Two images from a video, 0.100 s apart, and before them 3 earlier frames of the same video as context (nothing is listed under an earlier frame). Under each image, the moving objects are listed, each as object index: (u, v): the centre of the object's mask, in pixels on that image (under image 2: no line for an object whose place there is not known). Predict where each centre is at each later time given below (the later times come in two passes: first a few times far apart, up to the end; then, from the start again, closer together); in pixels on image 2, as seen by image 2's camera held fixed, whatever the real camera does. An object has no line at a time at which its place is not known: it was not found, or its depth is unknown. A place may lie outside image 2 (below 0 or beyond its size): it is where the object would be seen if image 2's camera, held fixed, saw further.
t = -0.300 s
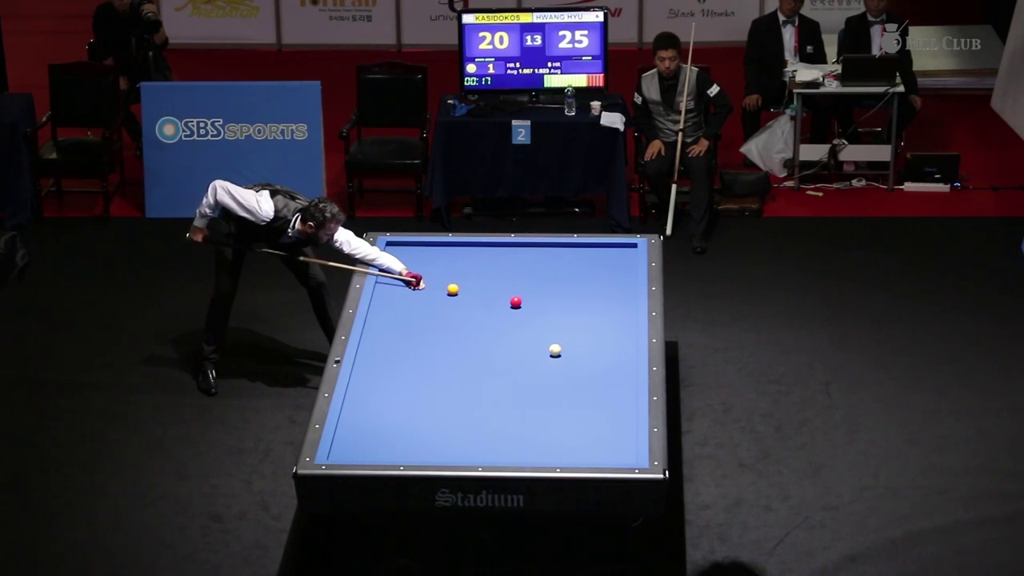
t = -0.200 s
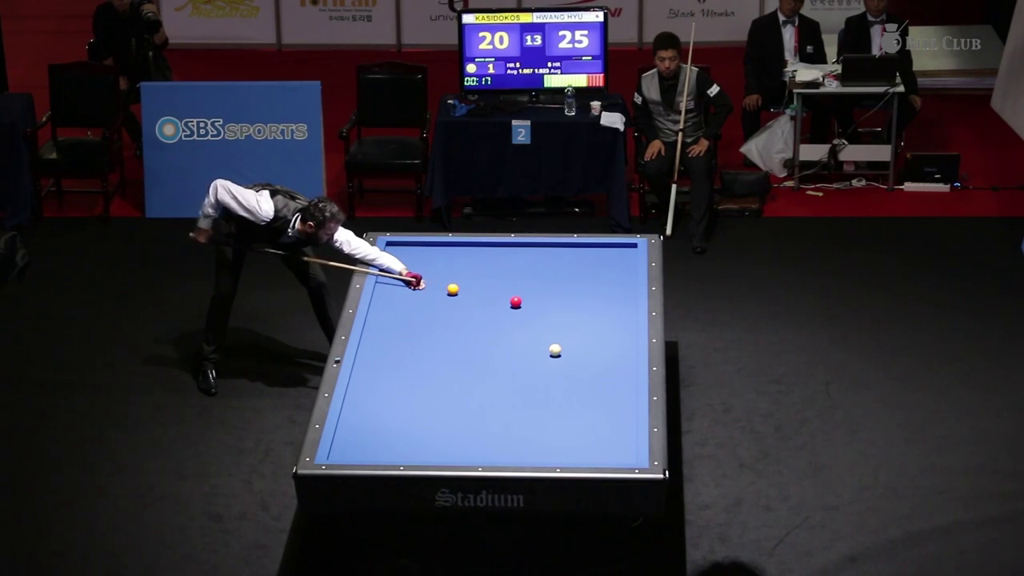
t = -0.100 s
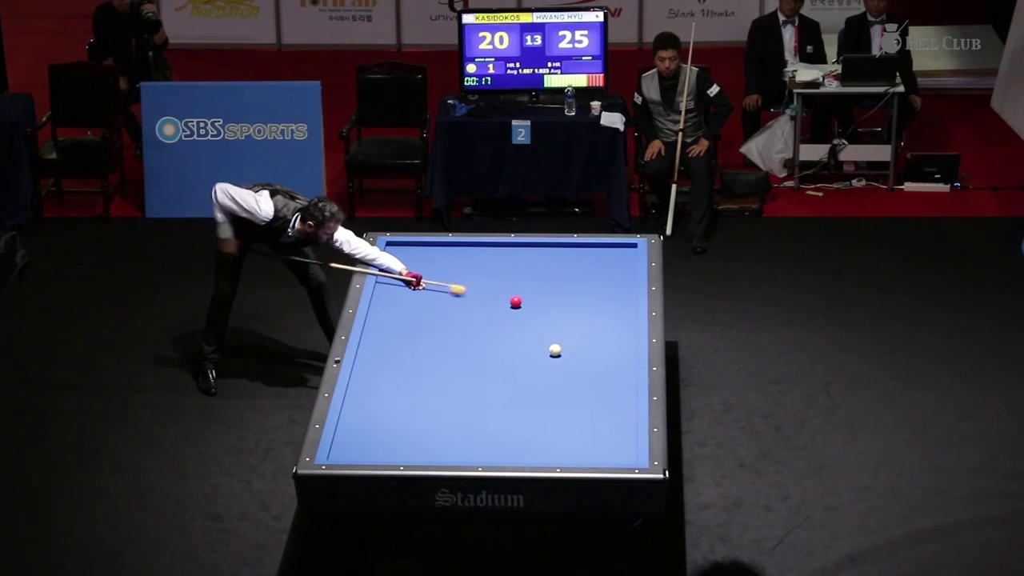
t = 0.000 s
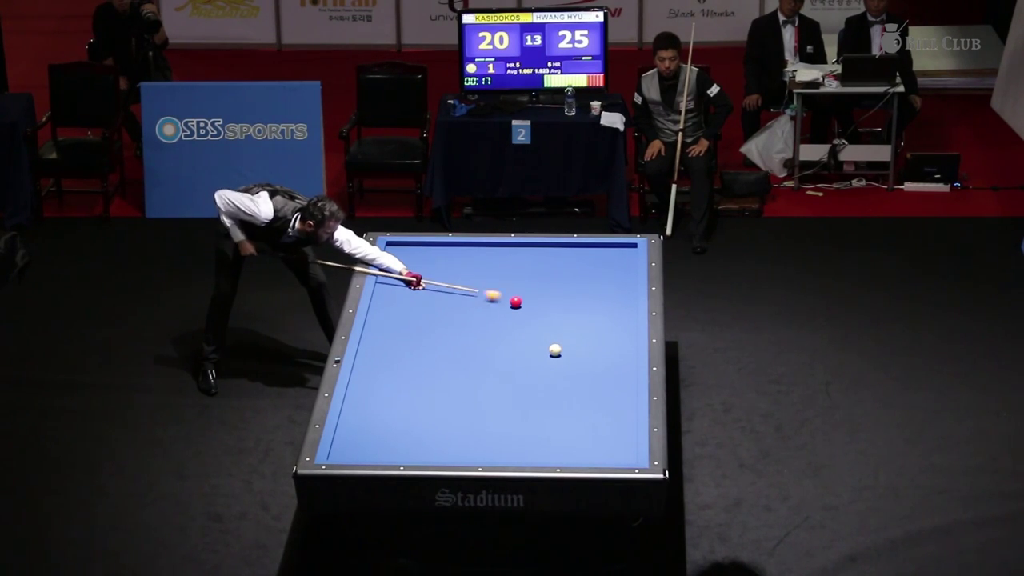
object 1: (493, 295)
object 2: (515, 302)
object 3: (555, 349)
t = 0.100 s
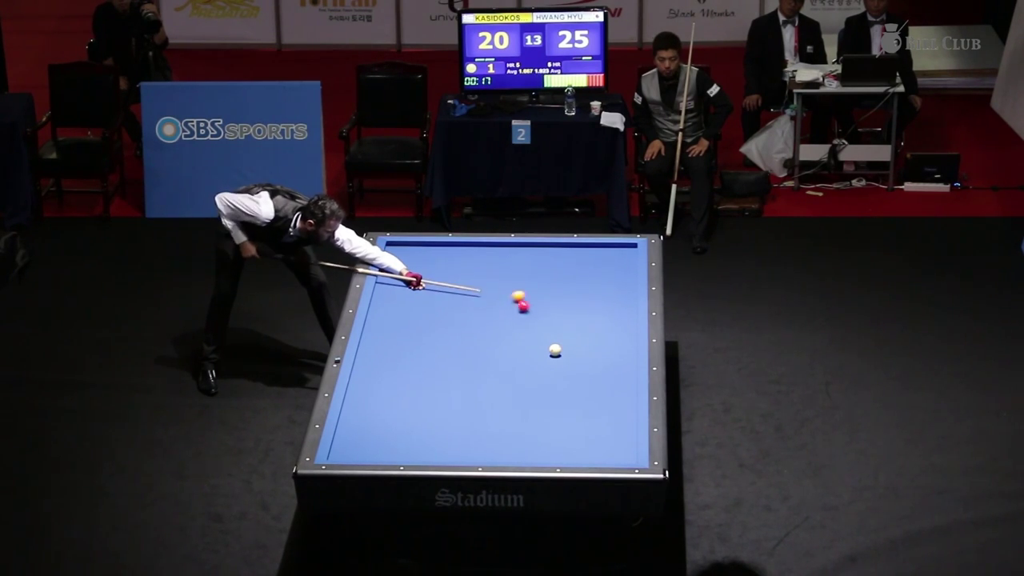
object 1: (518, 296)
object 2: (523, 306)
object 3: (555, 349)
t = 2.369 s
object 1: (452, 257)
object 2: (542, 445)
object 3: (555, 349)
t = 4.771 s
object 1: (467, 308)
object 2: (413, 400)
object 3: (555, 349)
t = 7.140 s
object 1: (555, 346)
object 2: (379, 356)
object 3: (561, 354)
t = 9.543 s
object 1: (568, 347)
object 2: (417, 336)
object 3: (584, 372)
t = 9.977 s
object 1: (568, 348)
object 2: (421, 334)
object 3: (585, 373)
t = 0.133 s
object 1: (524, 295)
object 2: (528, 309)
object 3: (555, 349)
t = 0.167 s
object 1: (530, 294)
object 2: (533, 312)
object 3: (555, 349)
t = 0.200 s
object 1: (537, 293)
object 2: (538, 315)
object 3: (555, 349)
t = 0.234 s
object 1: (543, 292)
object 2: (542, 318)
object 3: (555, 349)
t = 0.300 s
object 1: (557, 291)
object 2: (551, 323)
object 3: (555, 349)
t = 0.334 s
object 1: (564, 290)
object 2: (555, 326)
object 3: (555, 349)
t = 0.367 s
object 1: (571, 289)
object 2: (559, 328)
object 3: (555, 350)
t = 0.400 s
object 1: (578, 288)
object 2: (562, 330)
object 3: (555, 349)
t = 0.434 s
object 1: (585, 288)
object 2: (566, 333)
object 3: (555, 349)
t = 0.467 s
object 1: (592, 288)
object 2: (570, 335)
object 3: (555, 349)
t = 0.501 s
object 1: (598, 287)
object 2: (573, 337)
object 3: (555, 349)
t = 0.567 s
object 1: (612, 285)
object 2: (581, 342)
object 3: (555, 349)
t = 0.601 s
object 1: (619, 285)
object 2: (585, 343)
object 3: (555, 349)
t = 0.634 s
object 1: (626, 285)
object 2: (589, 346)
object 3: (555, 349)
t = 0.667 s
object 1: (631, 284)
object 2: (592, 348)
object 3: (555, 349)
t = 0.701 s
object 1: (627, 283)
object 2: (596, 351)
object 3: (555, 349)
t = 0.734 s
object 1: (621, 281)
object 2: (600, 353)
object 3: (555, 349)
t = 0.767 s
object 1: (616, 279)
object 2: (603, 355)
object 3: (555, 349)
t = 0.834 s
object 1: (607, 277)
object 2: (611, 360)
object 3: (555, 349)
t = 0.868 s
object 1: (603, 275)
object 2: (615, 362)
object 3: (555, 349)
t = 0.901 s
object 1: (600, 274)
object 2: (619, 365)
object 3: (555, 349)
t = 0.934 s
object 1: (596, 273)
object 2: (623, 367)
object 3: (555, 349)
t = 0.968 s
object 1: (593, 271)
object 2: (626, 369)
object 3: (555, 349)
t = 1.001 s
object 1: (589, 270)
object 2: (630, 372)
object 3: (555, 349)
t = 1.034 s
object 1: (586, 269)
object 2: (629, 373)
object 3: (555, 349)
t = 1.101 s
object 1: (579, 266)
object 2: (623, 377)
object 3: (555, 349)
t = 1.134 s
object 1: (576, 265)
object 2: (621, 379)
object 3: (555, 349)
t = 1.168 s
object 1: (572, 264)
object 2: (619, 380)
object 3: (555, 349)
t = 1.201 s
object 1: (569, 263)
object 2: (617, 382)
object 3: (555, 349)
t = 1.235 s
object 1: (566, 262)
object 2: (615, 384)
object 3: (555, 349)
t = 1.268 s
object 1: (562, 261)
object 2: (613, 386)
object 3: (555, 349)
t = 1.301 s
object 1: (559, 259)
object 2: (610, 387)
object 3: (555, 349)
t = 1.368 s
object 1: (552, 257)
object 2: (606, 391)
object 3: (555, 349)
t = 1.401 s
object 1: (549, 256)
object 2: (604, 393)
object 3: (555, 349)
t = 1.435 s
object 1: (546, 254)
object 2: (602, 394)
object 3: (555, 349)
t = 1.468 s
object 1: (543, 253)
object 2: (600, 396)
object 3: (555, 349)
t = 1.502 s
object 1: (539, 252)
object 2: (598, 398)
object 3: (555, 349)
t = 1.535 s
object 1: (536, 251)
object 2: (596, 400)
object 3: (555, 349)
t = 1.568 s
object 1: (533, 250)
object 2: (594, 402)
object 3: (555, 349)
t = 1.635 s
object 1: (527, 247)
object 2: (589, 405)
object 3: (555, 349)
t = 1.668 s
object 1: (523, 246)
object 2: (587, 407)
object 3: (555, 349)
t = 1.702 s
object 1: (520, 245)
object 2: (585, 409)
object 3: (555, 349)
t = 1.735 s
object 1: (517, 245)
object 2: (583, 410)
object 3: (555, 349)
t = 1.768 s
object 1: (513, 246)
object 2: (581, 412)
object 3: (555, 349)
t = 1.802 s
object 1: (510, 246)
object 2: (579, 414)
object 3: (555, 349)
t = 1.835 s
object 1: (506, 247)
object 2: (577, 416)
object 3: (555, 349)
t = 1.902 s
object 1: (499, 248)
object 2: (572, 419)
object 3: (555, 349)
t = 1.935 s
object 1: (496, 249)
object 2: (570, 421)
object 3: (555, 349)
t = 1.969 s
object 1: (493, 250)
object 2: (568, 423)
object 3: (555, 349)
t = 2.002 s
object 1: (489, 250)
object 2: (566, 425)
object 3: (555, 349)
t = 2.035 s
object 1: (486, 251)
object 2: (564, 427)
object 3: (555, 349)
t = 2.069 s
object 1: (483, 251)
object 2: (562, 428)
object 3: (555, 349)
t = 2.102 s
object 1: (479, 252)
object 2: (559, 430)
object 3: (555, 349)
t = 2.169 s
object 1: (472, 253)
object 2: (555, 434)
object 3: (555, 349)
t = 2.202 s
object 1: (469, 254)
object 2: (553, 436)
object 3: (555, 349)
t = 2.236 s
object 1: (465, 255)
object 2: (551, 438)
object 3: (555, 349)
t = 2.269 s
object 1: (462, 256)
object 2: (549, 439)
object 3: (555, 349)
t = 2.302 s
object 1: (458, 256)
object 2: (546, 442)
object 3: (555, 349)
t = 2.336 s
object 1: (455, 257)
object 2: (544, 443)
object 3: (555, 349)
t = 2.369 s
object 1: (452, 257)
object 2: (542, 445)
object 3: (555, 349)
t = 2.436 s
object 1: (445, 259)
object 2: (538, 449)
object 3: (555, 349)
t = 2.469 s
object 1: (441, 259)
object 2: (535, 450)
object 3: (555, 349)
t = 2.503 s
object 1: (438, 260)
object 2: (533, 452)
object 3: (555, 349)
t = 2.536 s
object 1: (435, 261)
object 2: (531, 454)
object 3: (555, 349)
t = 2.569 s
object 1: (431, 262)
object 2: (529, 456)
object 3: (555, 349)
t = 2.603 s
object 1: (428, 262)
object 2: (526, 457)
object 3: (555, 349)
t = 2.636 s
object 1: (425, 263)
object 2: (524, 458)
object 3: (555, 349)
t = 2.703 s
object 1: (418, 264)
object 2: (520, 458)
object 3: (555, 349)
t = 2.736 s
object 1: (415, 264)
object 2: (518, 457)
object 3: (555, 349)
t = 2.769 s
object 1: (411, 265)
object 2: (516, 456)
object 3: (555, 349)
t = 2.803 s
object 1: (408, 266)
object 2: (514, 456)
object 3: (555, 349)
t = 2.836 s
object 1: (405, 266)
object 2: (512, 455)
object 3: (555, 349)
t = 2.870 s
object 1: (402, 267)
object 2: (510, 454)
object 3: (555, 349)
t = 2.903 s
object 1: (398, 268)
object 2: (508, 453)
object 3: (555, 349)
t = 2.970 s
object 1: (391, 269)
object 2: (504, 451)
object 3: (555, 349)
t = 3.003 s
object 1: (388, 270)
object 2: (502, 450)
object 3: (555, 349)
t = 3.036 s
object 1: (385, 270)
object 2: (500, 449)
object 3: (555, 349)
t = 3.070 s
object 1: (385, 271)
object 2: (498, 447)
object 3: (555, 349)
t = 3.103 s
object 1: (387, 272)
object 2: (497, 446)
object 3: (555, 349)
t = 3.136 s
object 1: (389, 272)
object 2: (495, 445)
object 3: (555, 349)
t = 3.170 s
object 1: (390, 273)
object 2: (493, 444)
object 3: (555, 349)
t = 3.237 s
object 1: (394, 275)
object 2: (489, 442)
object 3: (555, 349)
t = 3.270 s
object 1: (395, 275)
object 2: (487, 441)
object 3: (555, 349)
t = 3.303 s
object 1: (397, 276)
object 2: (485, 440)
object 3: (555, 349)
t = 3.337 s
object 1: (399, 277)
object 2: (484, 439)
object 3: (555, 349)
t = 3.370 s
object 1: (400, 278)
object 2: (482, 438)
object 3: (555, 349)
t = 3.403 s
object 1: (402, 279)
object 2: (480, 437)
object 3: (555, 349)
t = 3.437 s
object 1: (404, 279)
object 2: (478, 436)
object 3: (555, 349)
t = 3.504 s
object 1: (407, 281)
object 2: (474, 434)
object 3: (555, 349)
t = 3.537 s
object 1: (408, 281)
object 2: (473, 433)
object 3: (555, 349)
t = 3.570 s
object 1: (410, 282)
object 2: (471, 432)
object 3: (555, 349)
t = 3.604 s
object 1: (412, 283)
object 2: (469, 431)
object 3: (555, 349)
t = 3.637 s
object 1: (413, 284)
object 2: (468, 430)
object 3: (555, 349)
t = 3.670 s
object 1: (415, 285)
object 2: (466, 429)
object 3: (555, 349)
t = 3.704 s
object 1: (417, 285)
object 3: (555, 349)
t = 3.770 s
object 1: (420, 287)
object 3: (555, 349)
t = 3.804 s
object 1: (422, 288)
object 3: (555, 349)
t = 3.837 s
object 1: (423, 288)
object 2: (454, 422)
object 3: (555, 349)
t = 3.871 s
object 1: (425, 289)
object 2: (455, 423)
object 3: (555, 349)
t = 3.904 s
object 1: (426, 290)
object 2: (454, 422)
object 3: (555, 349)
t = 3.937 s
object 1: (428, 290)
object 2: (452, 421)
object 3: (555, 349)
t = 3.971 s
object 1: (430, 291)
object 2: (450, 420)
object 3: (555, 349)
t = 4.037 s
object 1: (433, 293)
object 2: (447, 419)
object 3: (555, 349)
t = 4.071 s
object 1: (434, 293)
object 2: (446, 417)
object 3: (555, 349)
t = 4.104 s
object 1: (436, 294)
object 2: (444, 417)
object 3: (555, 349)
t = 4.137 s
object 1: (438, 295)
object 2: (442, 416)
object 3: (555, 349)
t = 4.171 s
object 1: (439, 295)
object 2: (441, 415)
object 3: (555, 349)
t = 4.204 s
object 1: (441, 296)
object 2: (439, 414)
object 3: (555, 349)
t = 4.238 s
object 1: (442, 297)
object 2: (438, 413)
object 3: (555, 349)
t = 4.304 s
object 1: (446, 298)
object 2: (434, 411)
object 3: (555, 349)
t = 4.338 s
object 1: (447, 299)
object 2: (433, 410)
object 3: (555, 349)
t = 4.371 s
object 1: (449, 300)
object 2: (431, 409)
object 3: (555, 349)
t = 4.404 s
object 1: (450, 301)
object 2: (430, 409)
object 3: (555, 349)
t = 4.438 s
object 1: (452, 301)
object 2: (428, 408)
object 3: (555, 349)
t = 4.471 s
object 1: (454, 302)
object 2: (427, 407)
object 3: (555, 349)
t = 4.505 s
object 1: (455, 303)
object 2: (425, 406)
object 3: (555, 349)
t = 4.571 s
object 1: (458, 304)
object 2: (422, 405)
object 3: (555, 349)
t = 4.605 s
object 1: (460, 305)
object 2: (421, 404)
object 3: (555, 349)
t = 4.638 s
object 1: (461, 305)
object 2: (419, 403)
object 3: (555, 349)
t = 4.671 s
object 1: (463, 306)
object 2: (417, 402)
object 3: (555, 349)
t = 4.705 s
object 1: (464, 307)
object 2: (416, 401)
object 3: (555, 349)
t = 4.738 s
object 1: (466, 307)
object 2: (415, 400)
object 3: (555, 349)
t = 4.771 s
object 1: (467, 308)
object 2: (413, 400)
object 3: (555, 349)
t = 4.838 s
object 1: (470, 310)
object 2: (411, 398)
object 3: (555, 349)
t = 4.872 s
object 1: (472, 310)
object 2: (409, 397)
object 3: (555, 349)
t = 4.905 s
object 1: (473, 311)
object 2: (407, 396)
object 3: (555, 349)
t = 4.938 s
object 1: (475, 312)
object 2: (406, 396)
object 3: (555, 349)
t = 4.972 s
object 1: (476, 312)
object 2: (405, 395)
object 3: (555, 349)
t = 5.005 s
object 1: (478, 313)
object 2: (403, 394)
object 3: (555, 349)
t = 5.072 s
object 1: (481, 314)
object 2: (401, 392)
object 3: (555, 349)
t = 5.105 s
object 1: (482, 315)
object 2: (399, 392)
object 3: (555, 349)
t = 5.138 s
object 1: (484, 316)
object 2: (398, 391)
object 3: (555, 349)
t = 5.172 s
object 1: (485, 316)
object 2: (397, 390)
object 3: (555, 349)
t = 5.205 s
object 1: (487, 317)
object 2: (395, 389)
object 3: (555, 349)
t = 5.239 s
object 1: (488, 318)
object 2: (394, 389)
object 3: (555, 349)
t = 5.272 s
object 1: (490, 318)
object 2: (393, 388)
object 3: (555, 349)
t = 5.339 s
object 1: (493, 320)
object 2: (390, 386)
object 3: (555, 349)
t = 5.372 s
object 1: (494, 320)
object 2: (389, 385)
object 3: (555, 349)
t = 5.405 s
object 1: (496, 321)
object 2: (388, 385)
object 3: (555, 349)
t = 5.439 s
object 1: (497, 322)
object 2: (386, 384)
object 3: (555, 349)
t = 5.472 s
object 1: (498, 322)
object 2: (385, 383)
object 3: (555, 349)
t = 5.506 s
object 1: (500, 323)
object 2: (384, 383)
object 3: (555, 349)
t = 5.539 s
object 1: (501, 324)
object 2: (382, 382)
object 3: (555, 349)
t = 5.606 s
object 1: (504, 325)
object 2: (380, 380)
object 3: (555, 349)
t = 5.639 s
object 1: (506, 326)
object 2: (379, 380)
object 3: (555, 349)
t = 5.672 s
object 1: (507, 326)
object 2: (377, 379)
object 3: (555, 349)
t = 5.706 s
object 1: (508, 327)
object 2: (376, 378)
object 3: (555, 349)
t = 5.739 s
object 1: (510, 327)
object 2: (375, 378)
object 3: (555, 349)
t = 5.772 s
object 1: (511, 328)
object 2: (374, 377)
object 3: (555, 349)
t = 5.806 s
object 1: (512, 329)
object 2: (372, 376)
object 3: (555, 349)
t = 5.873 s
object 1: (515, 330)
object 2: (370, 375)
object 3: (555, 349)
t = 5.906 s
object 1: (517, 331)
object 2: (369, 374)
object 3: (555, 349)
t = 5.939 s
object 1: (518, 331)
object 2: (368, 373)
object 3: (555, 349)
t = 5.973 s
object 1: (519, 332)
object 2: (366, 373)
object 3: (555, 349)
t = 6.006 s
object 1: (521, 333)
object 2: (365, 372)
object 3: (555, 349)
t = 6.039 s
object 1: (522, 333)
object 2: (364, 371)
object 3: (555, 349)
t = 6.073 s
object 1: (523, 334)
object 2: (363, 371)
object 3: (555, 349)
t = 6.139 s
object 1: (526, 335)
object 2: (361, 369)
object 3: (555, 349)
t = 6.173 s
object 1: (527, 335)
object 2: (360, 369)
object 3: (555, 349)
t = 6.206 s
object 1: (529, 336)
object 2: (358, 368)
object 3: (555, 349)
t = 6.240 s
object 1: (530, 337)
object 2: (358, 367)
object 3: (555, 349)
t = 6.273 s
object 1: (531, 337)
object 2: (359, 367)
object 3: (555, 349)
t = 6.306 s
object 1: (533, 338)
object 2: (360, 367)
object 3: (555, 349)
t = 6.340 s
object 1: (534, 339)
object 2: (361, 366)
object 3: (555, 349)
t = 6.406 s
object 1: (537, 340)
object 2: (362, 365)
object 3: (555, 349)
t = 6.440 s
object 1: (538, 340)
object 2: (363, 365)
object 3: (555, 349)
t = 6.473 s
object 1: (539, 341)
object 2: (364, 364)
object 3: (555, 349)
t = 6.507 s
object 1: (541, 342)
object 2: (365, 364)
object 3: (555, 349)
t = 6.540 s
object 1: (542, 342)
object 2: (365, 363)
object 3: (555, 349)
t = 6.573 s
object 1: (543, 343)
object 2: (366, 363)
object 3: (555, 349)
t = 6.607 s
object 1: (544, 343)
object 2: (367, 363)
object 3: (555, 349)
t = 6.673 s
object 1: (547, 344)
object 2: (368, 361)
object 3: (555, 349)
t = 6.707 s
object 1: (548, 344)
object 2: (369, 361)
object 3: (555, 349)
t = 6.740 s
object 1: (548, 344)
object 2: (370, 361)
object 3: (555, 350)
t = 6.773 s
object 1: (549, 344)
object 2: (371, 360)
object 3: (556, 350)
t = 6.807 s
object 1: (550, 344)
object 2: (372, 360)
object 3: (556, 350)
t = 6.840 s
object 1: (550, 344)
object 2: (372, 359)
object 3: (557, 351)
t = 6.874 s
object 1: (551, 345)
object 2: (373, 359)
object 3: (557, 351)
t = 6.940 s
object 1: (552, 345)
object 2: (375, 358)
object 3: (558, 352)
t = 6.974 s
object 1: (553, 345)
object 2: (375, 358)
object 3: (559, 352)
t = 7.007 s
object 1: (553, 345)
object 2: (376, 357)
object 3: (559, 353)
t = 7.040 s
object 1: (554, 345)
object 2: (377, 357)
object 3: (560, 353)
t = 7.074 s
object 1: (554, 345)
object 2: (377, 357)
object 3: (560, 353)
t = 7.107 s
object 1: (555, 346)
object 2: (378, 356)
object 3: (561, 354)
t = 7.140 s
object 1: (555, 346)
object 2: (379, 356)
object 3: (561, 354)
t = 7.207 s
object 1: (556, 346)
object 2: (380, 355)
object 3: (562, 355)
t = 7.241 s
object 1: (557, 346)
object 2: (381, 355)
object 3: (563, 355)
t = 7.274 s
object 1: (557, 346)
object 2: (382, 354)
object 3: (563, 356)
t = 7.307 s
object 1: (558, 346)
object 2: (382, 354)
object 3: (563, 356)
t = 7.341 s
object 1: (558, 346)
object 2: (383, 354)
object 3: (564, 356)
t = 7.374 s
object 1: (559, 346)
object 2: (383, 353)
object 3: (564, 357)
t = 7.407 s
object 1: (559, 346)
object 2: (384, 353)
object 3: (565, 357)
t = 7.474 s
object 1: (560, 347)
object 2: (386, 352)
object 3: (566, 358)
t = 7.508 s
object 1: (560, 347)
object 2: (386, 352)
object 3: (566, 358)
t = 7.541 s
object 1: (560, 347)
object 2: (387, 352)
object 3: (566, 358)
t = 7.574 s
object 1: (561, 347)
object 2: (388, 351)
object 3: (567, 359)
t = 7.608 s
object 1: (561, 347)
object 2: (388, 351)
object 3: (567, 359)
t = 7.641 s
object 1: (562, 347)
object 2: (389, 350)
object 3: (568, 359)
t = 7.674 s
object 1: (562, 347)
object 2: (390, 350)
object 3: (568, 360)
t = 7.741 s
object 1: (563, 347)
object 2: (391, 350)
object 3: (569, 360)
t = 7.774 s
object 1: (563, 347)
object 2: (391, 349)
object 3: (569, 360)
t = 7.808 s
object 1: (563, 347)
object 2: (392, 349)
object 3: (570, 361)
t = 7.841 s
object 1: (564, 347)
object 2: (393, 349)
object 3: (570, 361)
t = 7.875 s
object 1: (564, 347)
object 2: (393, 348)
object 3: (570, 362)
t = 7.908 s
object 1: (564, 347)
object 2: (394, 348)
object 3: (571, 362)
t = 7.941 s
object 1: (564, 347)
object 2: (394, 347)
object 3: (571, 362)
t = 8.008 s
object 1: (565, 347)
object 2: (395, 347)
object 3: (572, 363)
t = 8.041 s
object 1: (565, 348)
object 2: (396, 347)
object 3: (572, 363)
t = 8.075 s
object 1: (565, 348)
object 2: (397, 346)
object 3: (572, 363)
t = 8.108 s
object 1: (566, 347)
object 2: (397, 346)
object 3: (573, 364)
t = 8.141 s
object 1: (566, 348)
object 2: (398, 346)
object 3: (573, 364)
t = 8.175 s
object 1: (566, 347)
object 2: (398, 346)
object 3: (574, 364)
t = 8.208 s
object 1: (566, 348)
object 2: (399, 345)
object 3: (574, 365)
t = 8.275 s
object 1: (566, 348)
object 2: (400, 345)
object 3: (575, 365)
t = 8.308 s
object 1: (567, 348)
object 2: (400, 345)
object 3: (575, 365)
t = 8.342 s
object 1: (567, 348)
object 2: (401, 344)
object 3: (575, 366)
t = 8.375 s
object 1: (567, 348)
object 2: (402, 344)
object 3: (575, 366)
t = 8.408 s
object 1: (567, 348)
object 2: (402, 343)
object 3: (576, 366)
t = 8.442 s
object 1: (567, 348)
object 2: (403, 343)
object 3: (576, 366)
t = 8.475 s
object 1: (568, 348)
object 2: (403, 343)
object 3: (576, 367)
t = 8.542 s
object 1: (568, 348)
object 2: (404, 342)
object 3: (577, 367)
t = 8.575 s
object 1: (568, 348)
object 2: (404, 342)
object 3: (577, 367)
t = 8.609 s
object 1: (568, 348)
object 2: (405, 342)
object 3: (577, 368)
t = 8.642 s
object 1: (568, 348)
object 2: (406, 342)
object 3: (578, 368)
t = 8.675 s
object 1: (568, 348)
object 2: (406, 342)
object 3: (578, 368)
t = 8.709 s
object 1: (568, 348)
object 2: (407, 341)
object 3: (578, 368)
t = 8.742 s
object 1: (568, 348)
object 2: (407, 341)
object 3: (579, 368)
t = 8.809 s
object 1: (568, 348)
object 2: (408, 341)
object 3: (579, 369)
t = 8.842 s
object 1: (568, 348)
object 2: (408, 340)
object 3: (579, 369)
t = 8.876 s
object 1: (568, 348)
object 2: (408, 340)
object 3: (580, 369)
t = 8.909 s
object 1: (568, 348)
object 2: (409, 340)
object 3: (580, 369)
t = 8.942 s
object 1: (568, 348)
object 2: (409, 340)
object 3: (580, 369)
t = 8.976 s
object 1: (568, 348)
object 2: (410, 339)
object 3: (580, 369)
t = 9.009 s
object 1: (568, 348)
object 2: (410, 339)
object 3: (581, 370)
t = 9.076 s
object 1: (568, 348)
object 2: (411, 339)
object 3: (581, 370)
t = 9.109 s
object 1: (568, 348)
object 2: (412, 339)
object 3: (581, 370)
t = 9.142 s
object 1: (568, 348)
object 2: (412, 338)
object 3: (582, 370)
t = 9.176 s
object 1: (568, 348)
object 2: (412, 338)
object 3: (582, 371)
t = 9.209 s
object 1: (568, 348)
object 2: (413, 338)
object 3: (582, 371)
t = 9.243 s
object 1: (568, 348)
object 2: (413, 338)
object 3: (582, 371)
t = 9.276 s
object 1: (568, 348)
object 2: (414, 338)
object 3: (582, 371)
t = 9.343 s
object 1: (568, 348)
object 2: (415, 337)
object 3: (583, 371)
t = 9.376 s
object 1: (568, 348)
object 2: (415, 337)
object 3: (583, 371)
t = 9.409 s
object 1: (568, 348)
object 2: (415, 337)
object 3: (583, 371)
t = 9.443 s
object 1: (568, 347)
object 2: (416, 337)
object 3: (583, 372)
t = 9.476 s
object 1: (568, 348)
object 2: (416, 337)
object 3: (583, 372)
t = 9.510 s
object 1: (568, 348)
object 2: (416, 337)
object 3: (583, 372)
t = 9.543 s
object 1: (568, 347)
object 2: (417, 336)
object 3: (584, 372)
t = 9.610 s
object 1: (568, 348)
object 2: (418, 336)
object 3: (584, 372)
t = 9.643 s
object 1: (568, 348)
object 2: (418, 336)
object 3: (584, 373)
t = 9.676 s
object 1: (568, 348)
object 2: (418, 336)
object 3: (584, 373)
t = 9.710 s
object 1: (568, 348)
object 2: (418, 336)
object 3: (584, 373)
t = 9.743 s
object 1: (568, 348)
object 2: (419, 335)
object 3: (584, 373)
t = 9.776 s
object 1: (568, 348)
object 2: (419, 335)
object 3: (584, 373)
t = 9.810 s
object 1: (568, 348)
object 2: (419, 335)
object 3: (585, 373)
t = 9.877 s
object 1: (568, 348)
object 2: (420, 334)
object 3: (585, 373)
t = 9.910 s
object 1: (568, 348)
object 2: (420, 335)
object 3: (585, 373)
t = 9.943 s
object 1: (568, 348)
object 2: (420, 334)
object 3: (585, 373)
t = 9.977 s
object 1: (568, 348)
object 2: (421, 334)
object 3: (585, 373)
